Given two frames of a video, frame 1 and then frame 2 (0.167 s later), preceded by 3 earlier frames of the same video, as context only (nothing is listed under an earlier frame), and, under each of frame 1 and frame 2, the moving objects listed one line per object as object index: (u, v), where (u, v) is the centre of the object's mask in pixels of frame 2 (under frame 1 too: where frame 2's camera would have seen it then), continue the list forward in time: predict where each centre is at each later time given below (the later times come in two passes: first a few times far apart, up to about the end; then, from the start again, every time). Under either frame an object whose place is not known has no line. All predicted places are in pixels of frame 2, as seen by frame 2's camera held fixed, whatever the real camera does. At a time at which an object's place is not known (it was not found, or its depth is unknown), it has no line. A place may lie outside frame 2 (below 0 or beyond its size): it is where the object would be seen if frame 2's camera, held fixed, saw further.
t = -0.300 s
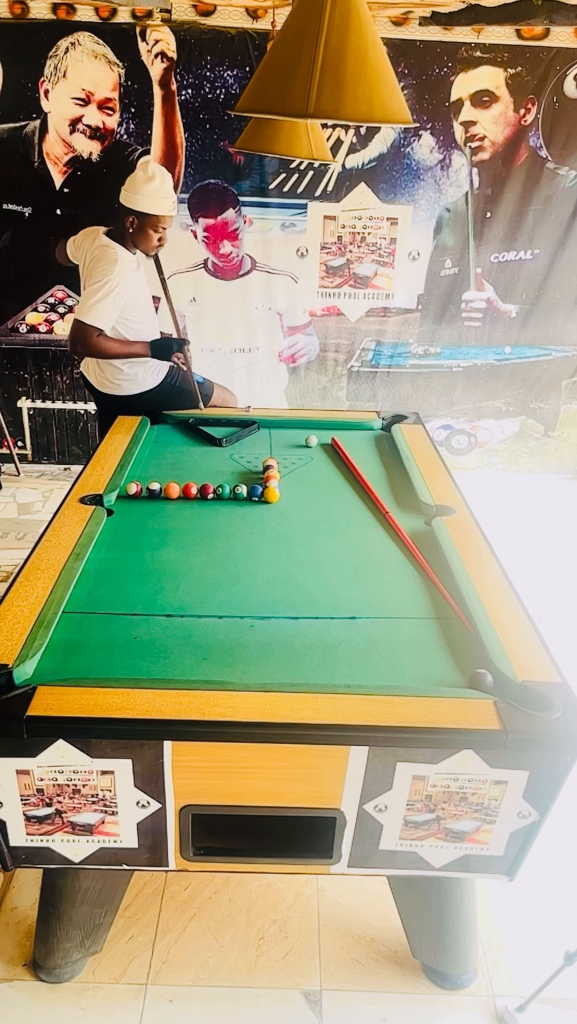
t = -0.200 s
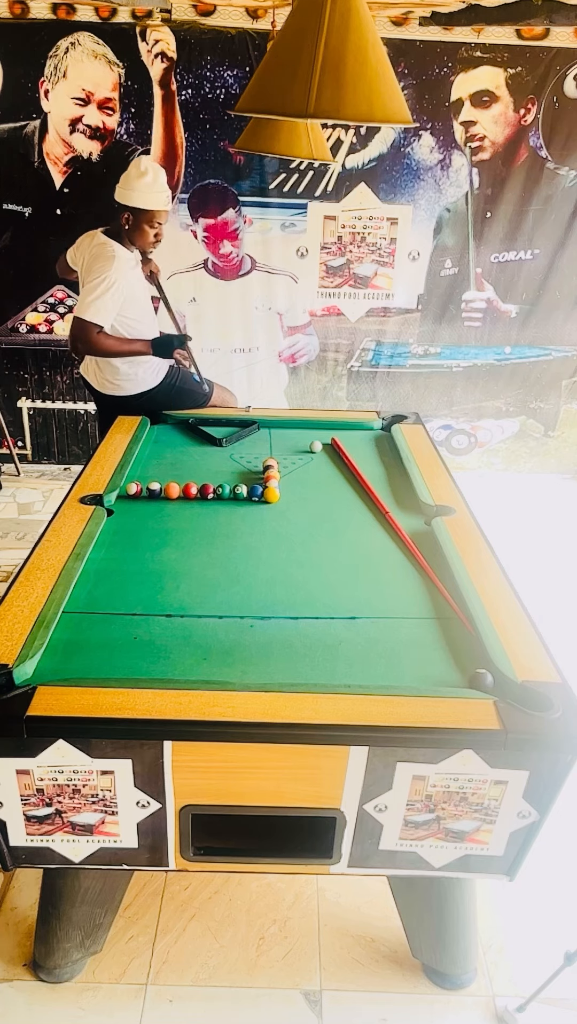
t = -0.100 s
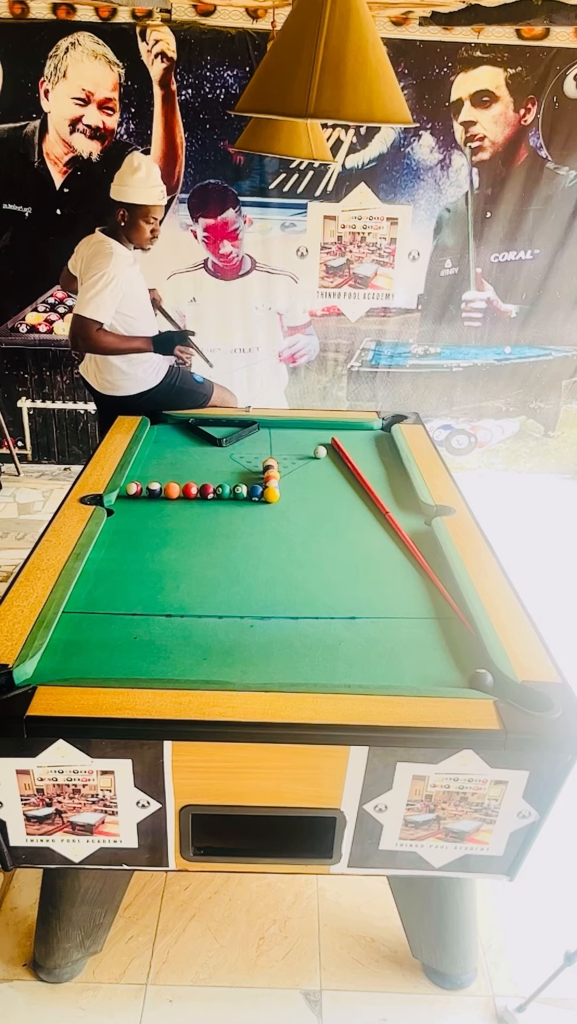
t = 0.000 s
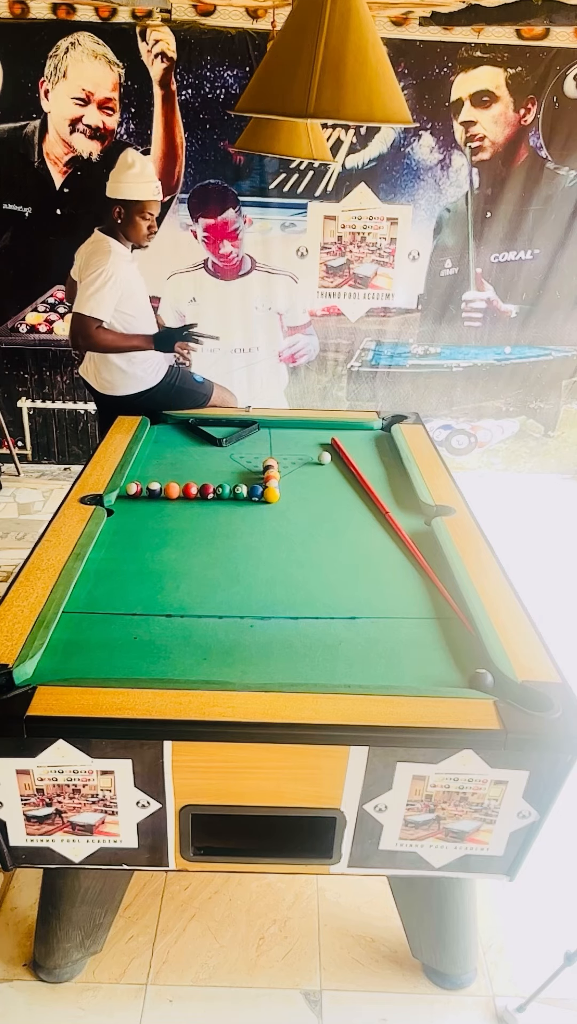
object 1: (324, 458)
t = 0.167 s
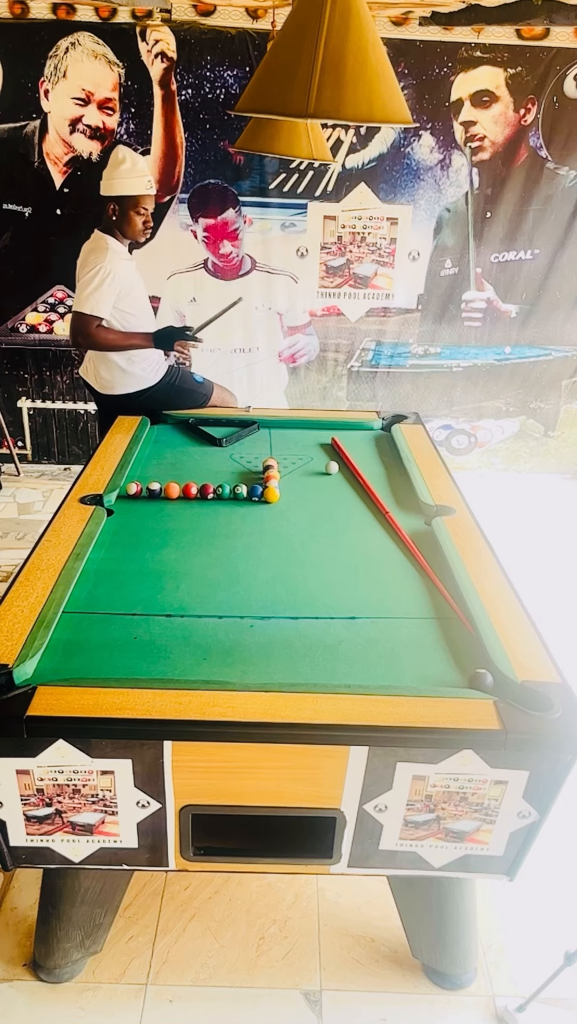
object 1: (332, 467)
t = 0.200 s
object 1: (333, 470)
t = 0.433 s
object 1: (344, 485)
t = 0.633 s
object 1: (353, 498)
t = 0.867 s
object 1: (365, 514)
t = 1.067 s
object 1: (375, 529)
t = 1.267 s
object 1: (385, 544)
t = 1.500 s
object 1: (398, 563)
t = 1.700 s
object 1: (409, 580)
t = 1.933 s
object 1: (422, 601)
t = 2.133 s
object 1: (434, 619)
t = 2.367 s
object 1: (448, 641)
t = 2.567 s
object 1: (460, 661)
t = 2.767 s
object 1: (461, 673)
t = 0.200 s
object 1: (333, 470)
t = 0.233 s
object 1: (335, 472)
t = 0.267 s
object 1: (336, 474)
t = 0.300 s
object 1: (338, 476)
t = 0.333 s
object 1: (339, 478)
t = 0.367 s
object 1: (341, 480)
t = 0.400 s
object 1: (342, 482)
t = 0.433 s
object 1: (344, 485)
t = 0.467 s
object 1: (345, 487)
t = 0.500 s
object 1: (347, 489)
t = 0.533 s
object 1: (349, 491)
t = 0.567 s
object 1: (350, 493)
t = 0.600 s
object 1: (352, 496)
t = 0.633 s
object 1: (353, 498)
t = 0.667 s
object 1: (355, 500)
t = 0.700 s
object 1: (357, 503)
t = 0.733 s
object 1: (358, 505)
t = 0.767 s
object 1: (360, 507)
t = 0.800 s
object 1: (361, 509)
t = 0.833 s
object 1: (363, 512)
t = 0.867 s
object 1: (365, 514)
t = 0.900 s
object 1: (366, 517)
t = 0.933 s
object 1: (368, 519)
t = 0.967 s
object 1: (370, 522)
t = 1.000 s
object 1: (371, 524)
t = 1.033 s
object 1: (373, 527)
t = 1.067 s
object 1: (375, 529)
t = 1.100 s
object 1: (376, 531)
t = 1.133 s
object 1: (378, 534)
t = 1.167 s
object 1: (380, 537)
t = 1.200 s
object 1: (382, 539)
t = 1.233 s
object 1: (383, 542)
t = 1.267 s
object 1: (385, 544)
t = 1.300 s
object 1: (387, 547)
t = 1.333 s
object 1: (388, 550)
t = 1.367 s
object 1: (390, 553)
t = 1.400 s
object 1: (392, 555)
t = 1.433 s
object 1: (394, 558)
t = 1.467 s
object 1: (396, 561)
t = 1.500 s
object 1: (398, 563)
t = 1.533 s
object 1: (400, 566)
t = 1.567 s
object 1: (401, 569)
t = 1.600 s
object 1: (403, 572)
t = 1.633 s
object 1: (405, 575)
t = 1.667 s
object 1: (407, 577)
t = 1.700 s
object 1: (409, 580)
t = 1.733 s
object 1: (411, 583)
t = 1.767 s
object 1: (412, 586)
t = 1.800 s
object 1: (414, 589)
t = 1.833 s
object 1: (416, 592)
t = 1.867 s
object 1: (418, 595)
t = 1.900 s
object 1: (420, 598)
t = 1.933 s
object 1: (422, 601)
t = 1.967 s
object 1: (424, 604)
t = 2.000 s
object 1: (426, 607)
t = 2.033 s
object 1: (428, 610)
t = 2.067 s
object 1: (430, 613)
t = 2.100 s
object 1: (432, 616)
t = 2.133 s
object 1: (434, 619)
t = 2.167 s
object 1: (436, 622)
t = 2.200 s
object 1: (438, 625)
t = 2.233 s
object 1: (440, 628)
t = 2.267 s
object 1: (442, 632)
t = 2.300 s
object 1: (444, 635)
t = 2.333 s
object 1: (446, 638)
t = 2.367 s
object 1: (448, 641)
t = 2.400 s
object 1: (450, 645)
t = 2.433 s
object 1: (453, 648)
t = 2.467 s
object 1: (454, 651)
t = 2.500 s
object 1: (457, 655)
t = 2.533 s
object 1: (458, 658)
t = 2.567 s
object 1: (460, 661)
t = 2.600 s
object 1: (462, 665)
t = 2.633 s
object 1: (463, 667)
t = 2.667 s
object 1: (464, 668)
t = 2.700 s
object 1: (464, 670)
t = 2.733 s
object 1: (463, 672)
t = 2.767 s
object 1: (461, 673)
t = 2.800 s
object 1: (461, 673)
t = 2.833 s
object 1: (459, 674)
